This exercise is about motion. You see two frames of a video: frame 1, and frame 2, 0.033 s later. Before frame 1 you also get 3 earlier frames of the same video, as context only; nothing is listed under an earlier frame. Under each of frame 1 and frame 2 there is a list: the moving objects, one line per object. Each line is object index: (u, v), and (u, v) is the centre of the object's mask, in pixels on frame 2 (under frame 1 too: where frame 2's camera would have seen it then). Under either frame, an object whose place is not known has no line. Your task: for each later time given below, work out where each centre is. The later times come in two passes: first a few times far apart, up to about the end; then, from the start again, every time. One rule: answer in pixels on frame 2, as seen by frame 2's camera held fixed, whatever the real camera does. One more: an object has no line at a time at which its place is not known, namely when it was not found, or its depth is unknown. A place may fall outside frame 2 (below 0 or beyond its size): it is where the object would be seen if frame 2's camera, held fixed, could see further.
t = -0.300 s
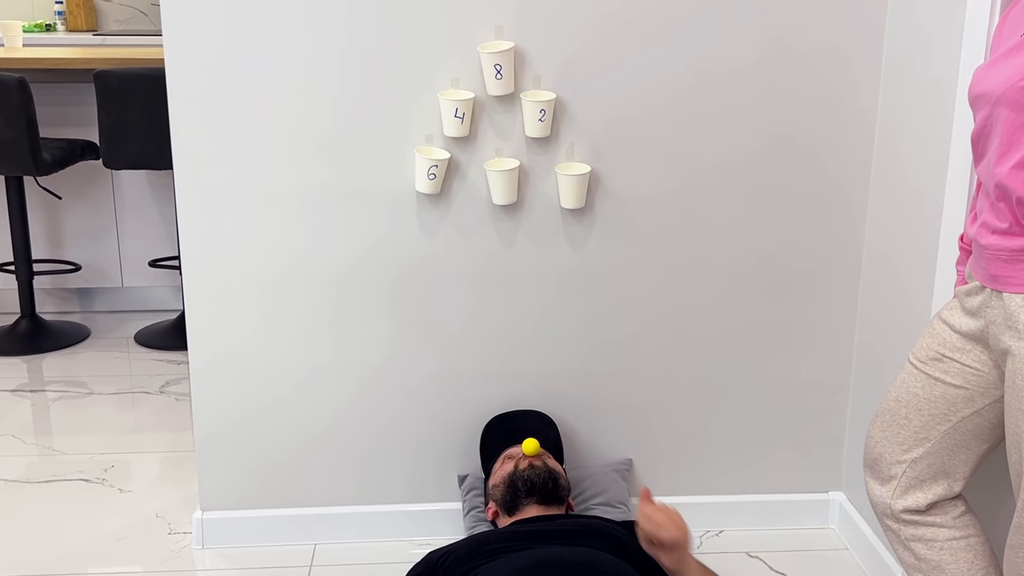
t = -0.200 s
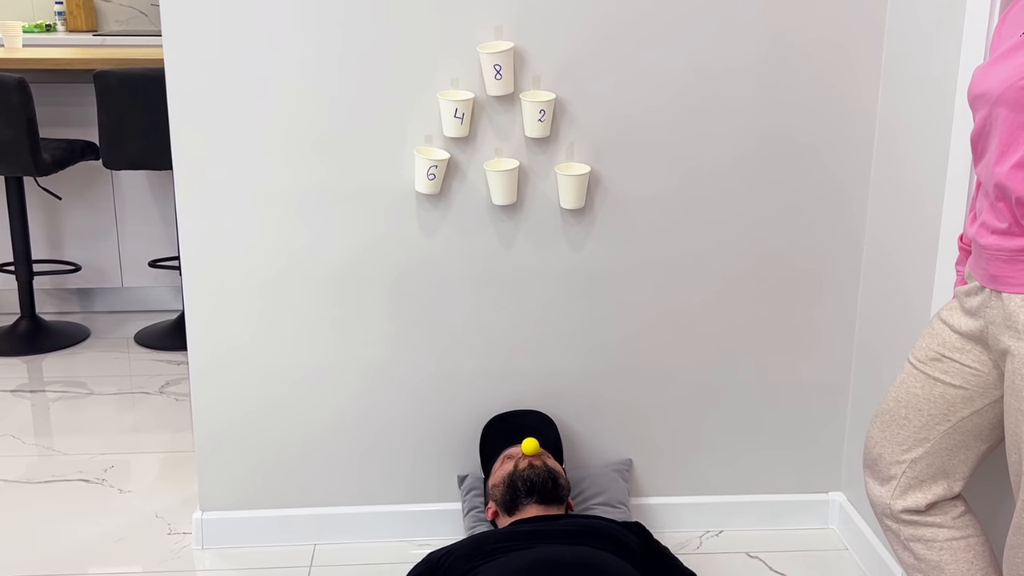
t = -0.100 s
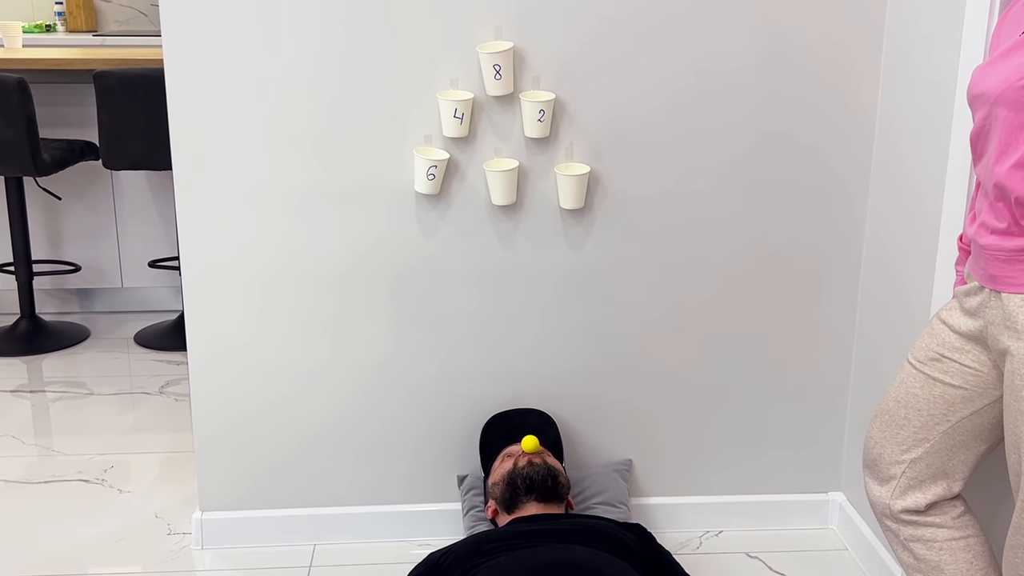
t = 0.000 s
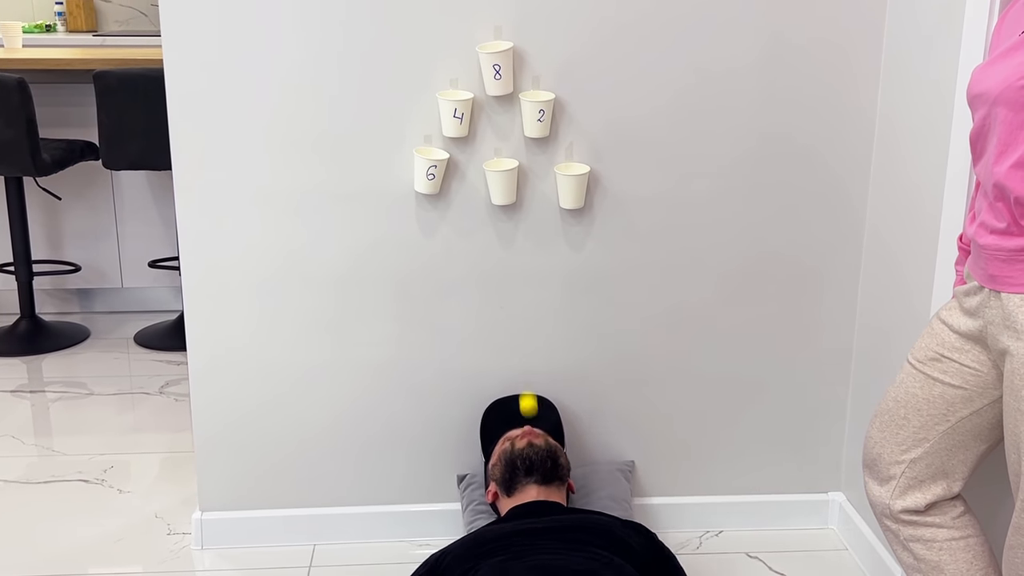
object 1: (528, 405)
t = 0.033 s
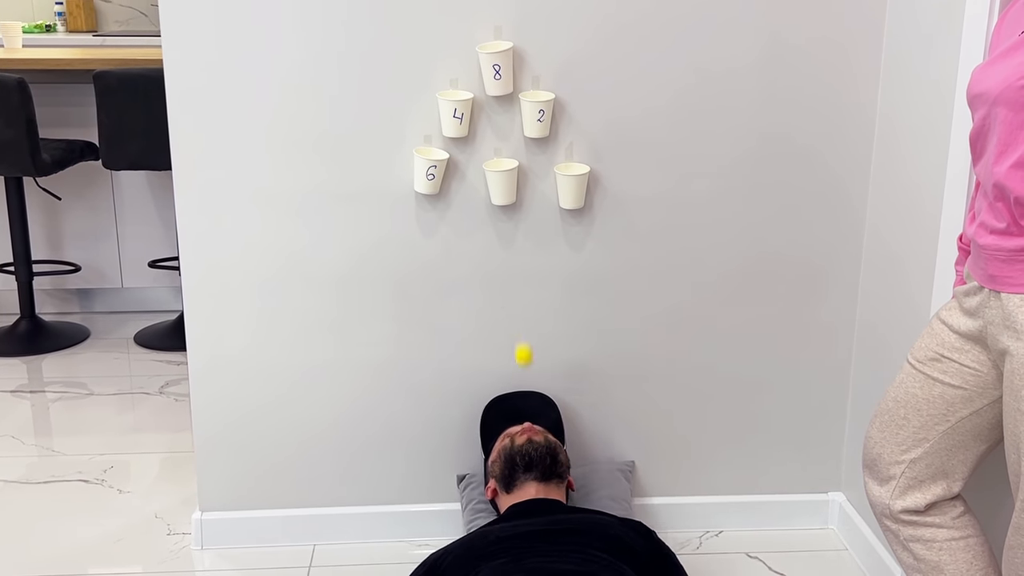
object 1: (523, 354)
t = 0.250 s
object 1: (494, 125)
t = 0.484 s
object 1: (473, 183)
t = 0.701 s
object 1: (455, 464)
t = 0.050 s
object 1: (520, 329)
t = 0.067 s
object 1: (518, 306)
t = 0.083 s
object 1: (515, 283)
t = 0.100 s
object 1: (513, 262)
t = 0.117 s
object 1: (510, 241)
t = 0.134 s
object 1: (508, 222)
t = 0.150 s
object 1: (506, 205)
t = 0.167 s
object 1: (504, 188)
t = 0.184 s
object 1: (502, 173)
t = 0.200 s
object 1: (500, 159)
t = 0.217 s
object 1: (498, 147)
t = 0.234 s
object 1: (496, 135)
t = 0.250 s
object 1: (494, 125)
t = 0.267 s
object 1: (492, 117)
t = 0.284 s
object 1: (490, 110)
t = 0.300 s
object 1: (488, 104)
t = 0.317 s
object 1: (486, 102)
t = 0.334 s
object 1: (485, 104)
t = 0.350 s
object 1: (484, 107)
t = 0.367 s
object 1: (482, 112)
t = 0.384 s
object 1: (481, 118)
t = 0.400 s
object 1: (479, 125)
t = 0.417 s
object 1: (478, 134)
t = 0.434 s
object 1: (476, 145)
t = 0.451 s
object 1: (475, 156)
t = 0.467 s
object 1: (474, 169)
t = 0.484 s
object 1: (473, 183)
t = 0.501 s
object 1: (471, 198)
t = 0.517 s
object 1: (470, 214)
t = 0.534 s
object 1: (469, 232)
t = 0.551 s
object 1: (467, 250)
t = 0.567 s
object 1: (466, 270)
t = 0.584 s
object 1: (464, 291)
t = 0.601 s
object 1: (463, 313)
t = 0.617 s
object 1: (462, 335)
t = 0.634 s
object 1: (461, 359)
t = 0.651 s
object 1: (459, 384)
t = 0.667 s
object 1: (458, 410)
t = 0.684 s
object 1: (456, 437)
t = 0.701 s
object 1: (455, 464)
